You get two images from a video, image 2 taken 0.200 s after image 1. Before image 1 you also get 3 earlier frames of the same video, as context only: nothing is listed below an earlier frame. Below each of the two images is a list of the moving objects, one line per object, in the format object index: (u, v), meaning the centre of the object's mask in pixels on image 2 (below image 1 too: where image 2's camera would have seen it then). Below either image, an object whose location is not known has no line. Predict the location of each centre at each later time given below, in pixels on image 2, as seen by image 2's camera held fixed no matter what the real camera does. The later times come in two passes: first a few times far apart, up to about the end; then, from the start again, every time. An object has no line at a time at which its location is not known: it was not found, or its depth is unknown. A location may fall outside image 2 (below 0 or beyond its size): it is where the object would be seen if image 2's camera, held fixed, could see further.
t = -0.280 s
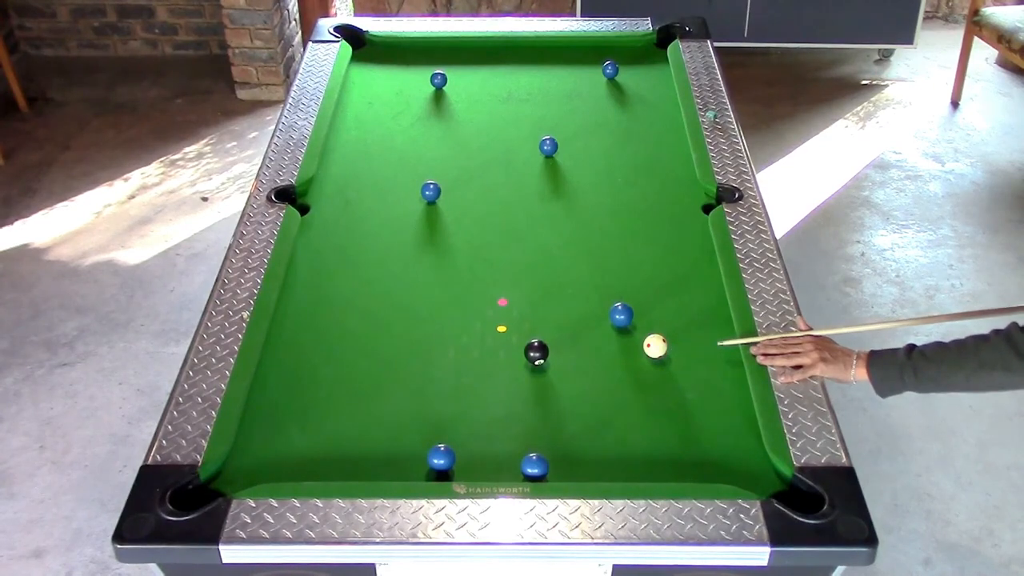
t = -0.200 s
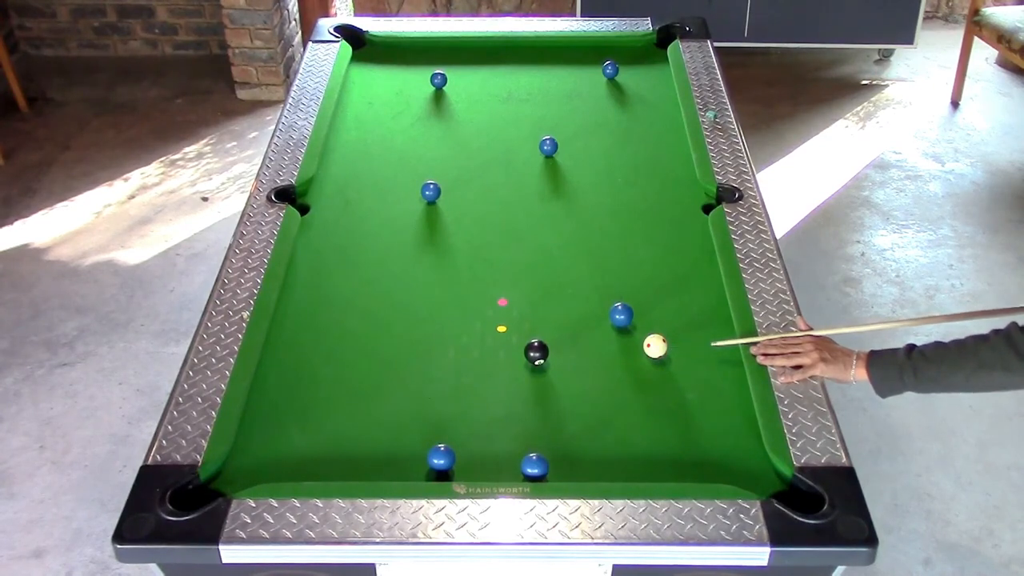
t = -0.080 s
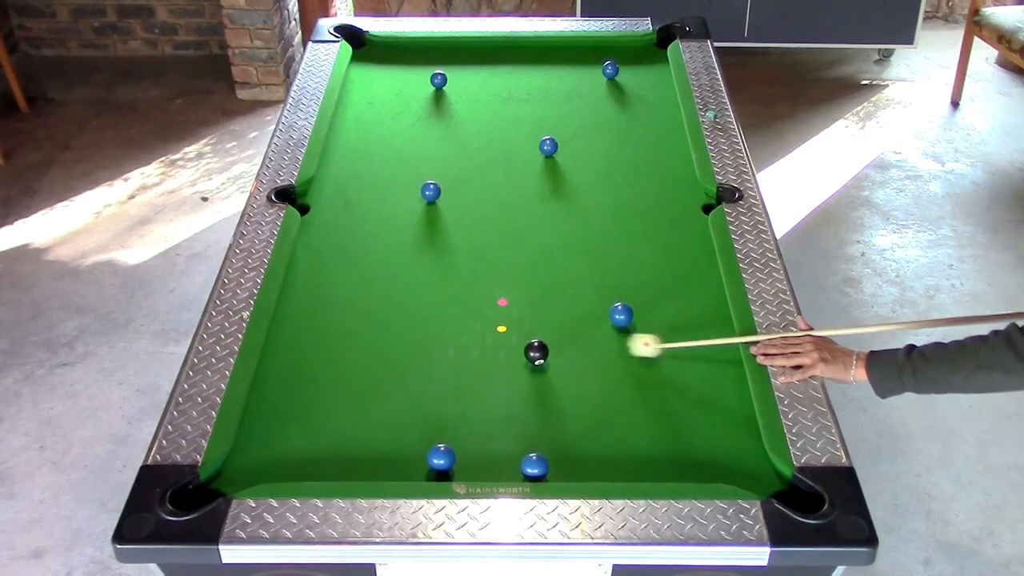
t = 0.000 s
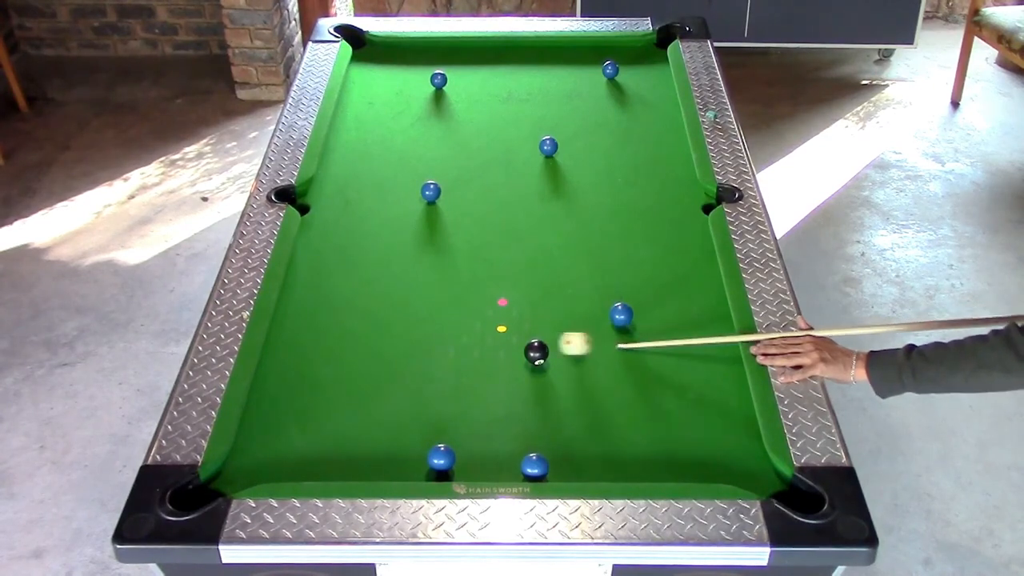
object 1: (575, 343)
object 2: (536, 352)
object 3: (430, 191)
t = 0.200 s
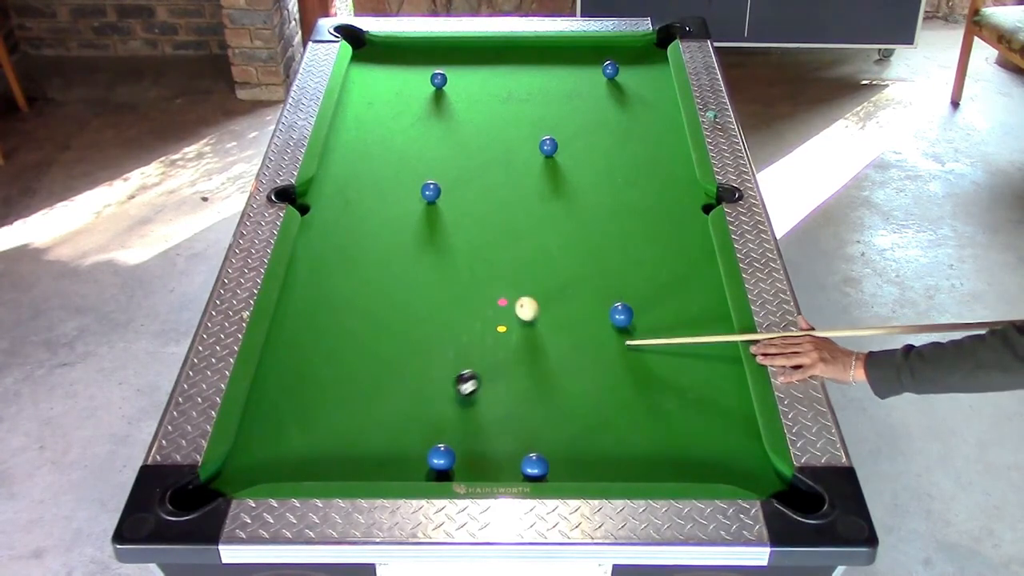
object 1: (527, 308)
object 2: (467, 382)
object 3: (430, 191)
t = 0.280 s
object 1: (517, 296)
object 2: (438, 397)
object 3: (430, 191)
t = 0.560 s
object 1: (485, 254)
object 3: (430, 191)
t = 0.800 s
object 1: (462, 223)
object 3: (430, 191)
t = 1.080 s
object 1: (447, 197)
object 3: (424, 188)
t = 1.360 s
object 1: (456, 186)
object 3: (402, 177)
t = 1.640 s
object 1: (465, 177)
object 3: (383, 168)
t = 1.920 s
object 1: (471, 171)
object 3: (367, 161)
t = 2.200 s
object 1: (476, 166)
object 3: (354, 155)
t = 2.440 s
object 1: (478, 163)
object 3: (345, 150)
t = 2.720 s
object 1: (481, 161)
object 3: (337, 146)
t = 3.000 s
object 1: (480, 161)
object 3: (335, 144)
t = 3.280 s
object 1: (480, 162)
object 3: (336, 143)
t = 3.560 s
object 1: (480, 162)
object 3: (335, 144)
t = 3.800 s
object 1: (480, 162)
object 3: (335, 144)
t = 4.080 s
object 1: (480, 162)
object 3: (335, 144)
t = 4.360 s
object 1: (480, 162)
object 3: (335, 144)
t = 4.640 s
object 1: (480, 162)
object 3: (335, 144)
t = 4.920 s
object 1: (480, 162)
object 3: (335, 144)
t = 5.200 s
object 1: (480, 162)
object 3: (335, 144)
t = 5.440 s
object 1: (480, 162)
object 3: (335, 144)
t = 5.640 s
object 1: (480, 162)
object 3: (335, 144)
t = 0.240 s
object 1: (522, 302)
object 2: (451, 390)
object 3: (430, 191)
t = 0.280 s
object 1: (517, 296)
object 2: (438, 397)
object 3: (430, 191)
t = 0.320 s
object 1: (512, 289)
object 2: (422, 403)
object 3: (430, 191)
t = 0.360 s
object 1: (507, 283)
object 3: (430, 191)
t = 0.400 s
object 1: (502, 277)
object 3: (430, 191)
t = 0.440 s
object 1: (498, 271)
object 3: (430, 191)
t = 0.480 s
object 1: (493, 265)
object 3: (430, 191)
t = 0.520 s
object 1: (489, 260)
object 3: (430, 191)
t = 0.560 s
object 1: (485, 254)
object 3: (430, 191)
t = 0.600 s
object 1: (481, 249)
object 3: (430, 191)
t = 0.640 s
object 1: (477, 243)
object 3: (430, 191)
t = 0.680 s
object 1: (473, 238)
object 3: (430, 191)
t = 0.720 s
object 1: (469, 233)
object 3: (430, 191)
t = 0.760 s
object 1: (465, 228)
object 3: (430, 191)
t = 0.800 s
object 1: (462, 223)
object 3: (430, 191)
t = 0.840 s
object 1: (458, 218)
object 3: (430, 191)
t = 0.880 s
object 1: (454, 214)
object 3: (430, 191)
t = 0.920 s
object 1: (451, 209)
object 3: (430, 191)
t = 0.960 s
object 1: (448, 205)
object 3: (430, 191)
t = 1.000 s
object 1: (444, 200)
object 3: (429, 191)
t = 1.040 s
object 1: (445, 198)
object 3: (427, 189)
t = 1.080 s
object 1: (447, 197)
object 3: (424, 188)
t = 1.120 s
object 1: (448, 195)
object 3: (420, 186)
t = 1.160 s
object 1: (450, 193)
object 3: (417, 185)
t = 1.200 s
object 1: (451, 192)
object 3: (414, 183)
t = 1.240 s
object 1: (452, 190)
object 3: (411, 181)
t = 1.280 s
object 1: (454, 189)
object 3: (408, 180)
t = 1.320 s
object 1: (455, 187)
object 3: (405, 178)
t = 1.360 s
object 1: (456, 186)
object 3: (402, 177)
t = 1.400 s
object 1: (458, 185)
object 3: (399, 176)
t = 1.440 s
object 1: (459, 183)
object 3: (396, 174)
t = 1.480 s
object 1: (460, 182)
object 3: (393, 173)
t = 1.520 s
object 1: (461, 181)
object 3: (391, 172)
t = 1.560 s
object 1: (462, 180)
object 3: (388, 171)
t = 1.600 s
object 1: (463, 179)
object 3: (385, 169)
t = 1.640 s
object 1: (465, 177)
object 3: (383, 168)
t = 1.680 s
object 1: (466, 176)
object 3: (380, 167)
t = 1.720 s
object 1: (467, 175)
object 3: (378, 166)
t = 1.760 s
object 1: (468, 174)
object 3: (376, 165)
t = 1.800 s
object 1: (469, 173)
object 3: (374, 164)
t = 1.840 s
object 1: (469, 173)
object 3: (371, 163)
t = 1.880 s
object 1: (470, 172)
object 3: (369, 162)
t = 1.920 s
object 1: (471, 171)
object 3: (367, 161)
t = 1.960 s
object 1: (472, 170)
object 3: (365, 160)
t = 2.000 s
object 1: (473, 169)
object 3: (363, 159)
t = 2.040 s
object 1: (473, 169)
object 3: (361, 158)
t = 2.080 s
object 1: (474, 168)
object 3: (359, 157)
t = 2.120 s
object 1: (475, 167)
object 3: (357, 156)
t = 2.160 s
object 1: (475, 167)
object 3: (356, 155)
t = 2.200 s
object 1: (476, 166)
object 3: (354, 155)
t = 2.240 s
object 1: (476, 165)
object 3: (352, 154)
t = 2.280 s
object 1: (477, 165)
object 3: (351, 153)
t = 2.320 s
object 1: (477, 164)
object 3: (349, 152)
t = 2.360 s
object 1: (478, 164)
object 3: (348, 152)
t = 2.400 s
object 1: (478, 164)
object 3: (346, 151)
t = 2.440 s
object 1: (478, 163)
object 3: (345, 150)
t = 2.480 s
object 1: (479, 163)
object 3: (344, 150)
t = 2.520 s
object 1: (479, 163)
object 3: (343, 149)
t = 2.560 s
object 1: (479, 162)
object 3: (341, 148)
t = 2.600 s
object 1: (480, 162)
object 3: (340, 148)
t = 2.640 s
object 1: (480, 162)
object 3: (339, 147)
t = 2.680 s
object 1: (480, 162)
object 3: (338, 147)
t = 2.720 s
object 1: (481, 161)
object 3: (337, 146)
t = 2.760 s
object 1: (481, 161)
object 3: (336, 146)
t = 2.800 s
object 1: (481, 161)
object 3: (335, 146)
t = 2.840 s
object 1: (481, 161)
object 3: (334, 145)
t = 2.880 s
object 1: (481, 161)
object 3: (333, 145)
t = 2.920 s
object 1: (481, 161)
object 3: (334, 144)
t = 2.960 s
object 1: (481, 161)
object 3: (334, 144)
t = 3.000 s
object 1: (480, 161)
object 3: (335, 144)
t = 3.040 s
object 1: (480, 161)
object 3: (336, 144)
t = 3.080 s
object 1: (480, 161)
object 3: (336, 144)
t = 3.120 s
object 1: (480, 162)
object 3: (336, 143)
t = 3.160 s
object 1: (480, 162)
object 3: (336, 143)
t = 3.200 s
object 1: (480, 162)
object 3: (336, 143)
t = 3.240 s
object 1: (480, 162)
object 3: (336, 143)
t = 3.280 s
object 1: (480, 162)
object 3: (336, 143)
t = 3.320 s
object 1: (480, 162)
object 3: (336, 143)
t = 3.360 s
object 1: (480, 162)
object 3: (336, 144)
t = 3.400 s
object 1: (480, 161)
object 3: (336, 144)
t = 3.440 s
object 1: (480, 162)
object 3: (335, 144)
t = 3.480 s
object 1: (480, 161)
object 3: (335, 144)
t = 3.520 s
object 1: (480, 162)
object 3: (335, 144)
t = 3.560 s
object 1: (480, 162)
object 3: (335, 144)
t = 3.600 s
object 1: (480, 162)
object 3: (335, 144)
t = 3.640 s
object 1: (480, 161)
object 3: (335, 144)
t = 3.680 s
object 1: (480, 162)
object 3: (335, 144)
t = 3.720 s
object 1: (480, 162)
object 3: (335, 144)
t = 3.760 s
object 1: (480, 162)
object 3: (335, 144)
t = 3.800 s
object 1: (480, 162)
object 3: (335, 144)
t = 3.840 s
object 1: (480, 162)
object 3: (335, 144)
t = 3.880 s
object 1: (480, 162)
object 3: (335, 144)
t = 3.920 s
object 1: (480, 162)
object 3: (335, 144)
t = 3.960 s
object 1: (480, 162)
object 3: (335, 144)
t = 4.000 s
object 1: (480, 162)
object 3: (335, 144)
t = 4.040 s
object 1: (480, 162)
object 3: (335, 144)
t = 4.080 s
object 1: (480, 162)
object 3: (335, 144)
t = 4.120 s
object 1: (480, 162)
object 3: (335, 144)
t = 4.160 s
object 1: (480, 162)
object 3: (335, 144)
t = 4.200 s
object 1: (480, 162)
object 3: (335, 144)
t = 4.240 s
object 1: (480, 162)
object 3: (335, 144)
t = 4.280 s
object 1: (480, 162)
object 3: (335, 144)
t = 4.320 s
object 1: (480, 162)
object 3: (335, 144)
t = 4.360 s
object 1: (480, 162)
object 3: (335, 144)
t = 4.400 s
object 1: (480, 162)
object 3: (335, 144)
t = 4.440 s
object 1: (480, 162)
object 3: (335, 144)
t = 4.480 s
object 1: (480, 162)
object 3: (335, 144)
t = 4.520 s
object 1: (480, 162)
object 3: (335, 144)
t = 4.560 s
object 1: (480, 162)
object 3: (335, 144)
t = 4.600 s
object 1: (480, 162)
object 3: (335, 144)
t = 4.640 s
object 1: (480, 162)
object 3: (335, 144)
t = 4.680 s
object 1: (480, 162)
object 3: (335, 144)
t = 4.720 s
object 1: (480, 162)
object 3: (335, 144)
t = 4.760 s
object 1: (480, 162)
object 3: (335, 144)
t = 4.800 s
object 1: (480, 162)
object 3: (335, 144)
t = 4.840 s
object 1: (480, 162)
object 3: (335, 144)
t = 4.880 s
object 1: (480, 162)
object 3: (335, 144)
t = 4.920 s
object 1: (480, 162)
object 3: (335, 144)
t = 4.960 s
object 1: (480, 162)
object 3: (335, 144)
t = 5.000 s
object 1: (480, 162)
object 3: (335, 144)
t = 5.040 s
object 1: (480, 162)
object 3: (335, 144)
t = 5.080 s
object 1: (480, 162)
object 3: (335, 144)
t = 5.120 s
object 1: (480, 162)
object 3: (335, 144)
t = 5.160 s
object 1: (480, 162)
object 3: (335, 144)
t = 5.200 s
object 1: (480, 162)
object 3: (335, 144)
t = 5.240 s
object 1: (480, 162)
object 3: (335, 144)
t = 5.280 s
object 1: (480, 162)
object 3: (335, 144)
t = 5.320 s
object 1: (480, 162)
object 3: (335, 144)
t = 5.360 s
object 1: (480, 162)
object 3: (335, 144)
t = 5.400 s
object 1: (480, 162)
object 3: (335, 144)
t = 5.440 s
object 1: (480, 162)
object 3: (335, 144)
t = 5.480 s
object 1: (480, 162)
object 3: (335, 144)
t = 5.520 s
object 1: (480, 162)
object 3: (335, 144)
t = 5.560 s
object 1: (480, 162)
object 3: (335, 144)
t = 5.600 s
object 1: (480, 162)
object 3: (335, 144)
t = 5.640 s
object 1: (480, 162)
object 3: (335, 144)
